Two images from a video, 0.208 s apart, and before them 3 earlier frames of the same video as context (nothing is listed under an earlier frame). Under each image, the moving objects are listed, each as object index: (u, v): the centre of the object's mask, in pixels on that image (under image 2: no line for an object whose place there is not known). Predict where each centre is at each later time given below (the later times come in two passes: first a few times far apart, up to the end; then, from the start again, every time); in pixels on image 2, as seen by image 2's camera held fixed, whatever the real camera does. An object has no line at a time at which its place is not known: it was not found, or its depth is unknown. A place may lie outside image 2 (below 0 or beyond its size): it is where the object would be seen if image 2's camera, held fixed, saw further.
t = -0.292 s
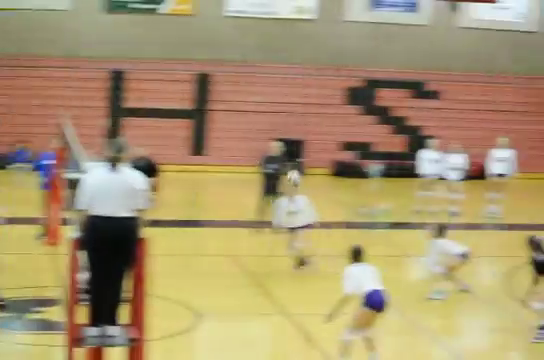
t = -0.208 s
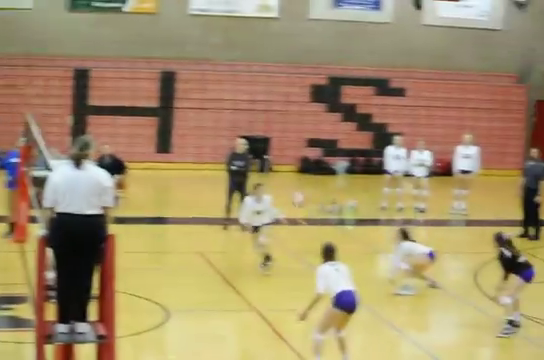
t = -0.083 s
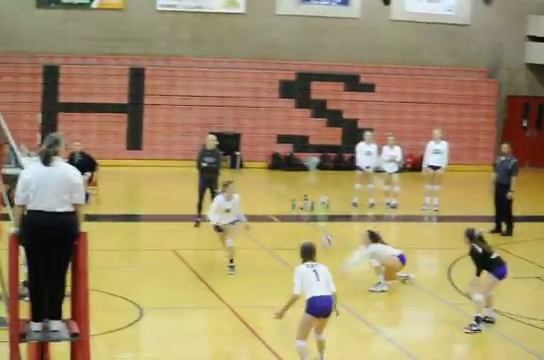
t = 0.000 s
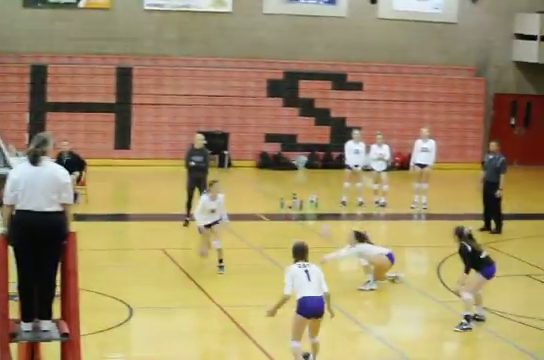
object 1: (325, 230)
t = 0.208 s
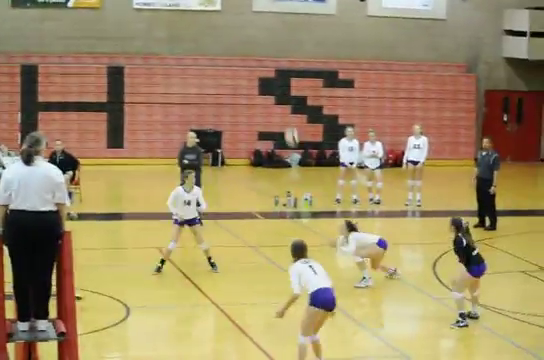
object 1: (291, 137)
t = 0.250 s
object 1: (286, 120)
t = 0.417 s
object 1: (262, 68)
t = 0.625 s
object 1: (232, 26)
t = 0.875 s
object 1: (193, 13)
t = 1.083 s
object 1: (162, 32)
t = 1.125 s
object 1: (155, 40)
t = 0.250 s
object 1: (286, 120)
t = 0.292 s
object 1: (280, 105)
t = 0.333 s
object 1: (274, 91)
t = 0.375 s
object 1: (268, 80)
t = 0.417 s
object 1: (262, 68)
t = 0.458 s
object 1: (256, 57)
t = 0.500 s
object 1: (250, 48)
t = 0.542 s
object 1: (244, 39)
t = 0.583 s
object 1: (238, 33)
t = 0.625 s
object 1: (232, 26)
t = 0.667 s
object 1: (226, 21)
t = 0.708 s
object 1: (219, 17)
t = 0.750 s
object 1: (213, 15)
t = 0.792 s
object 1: (207, 13)
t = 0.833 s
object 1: (200, 13)
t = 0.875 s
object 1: (193, 13)
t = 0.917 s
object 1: (187, 15)
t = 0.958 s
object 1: (180, 16)
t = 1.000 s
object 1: (174, 21)
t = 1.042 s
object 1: (168, 25)
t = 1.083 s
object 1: (162, 32)
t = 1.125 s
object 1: (155, 40)
